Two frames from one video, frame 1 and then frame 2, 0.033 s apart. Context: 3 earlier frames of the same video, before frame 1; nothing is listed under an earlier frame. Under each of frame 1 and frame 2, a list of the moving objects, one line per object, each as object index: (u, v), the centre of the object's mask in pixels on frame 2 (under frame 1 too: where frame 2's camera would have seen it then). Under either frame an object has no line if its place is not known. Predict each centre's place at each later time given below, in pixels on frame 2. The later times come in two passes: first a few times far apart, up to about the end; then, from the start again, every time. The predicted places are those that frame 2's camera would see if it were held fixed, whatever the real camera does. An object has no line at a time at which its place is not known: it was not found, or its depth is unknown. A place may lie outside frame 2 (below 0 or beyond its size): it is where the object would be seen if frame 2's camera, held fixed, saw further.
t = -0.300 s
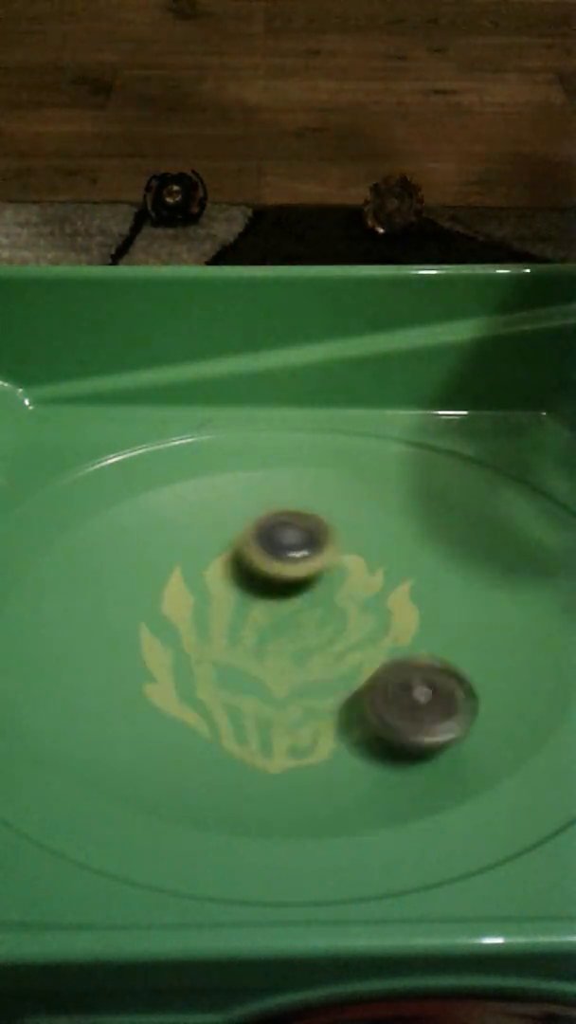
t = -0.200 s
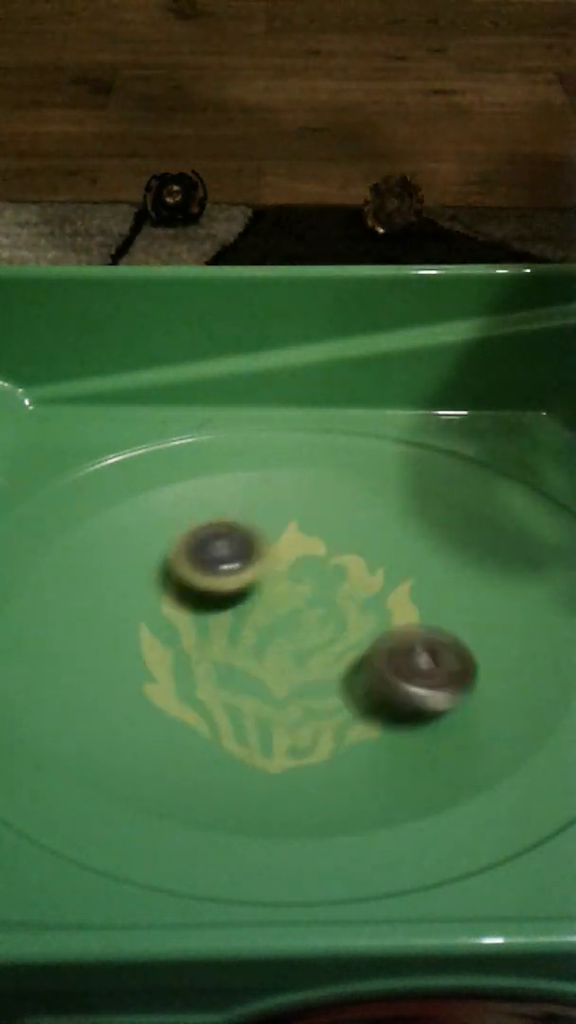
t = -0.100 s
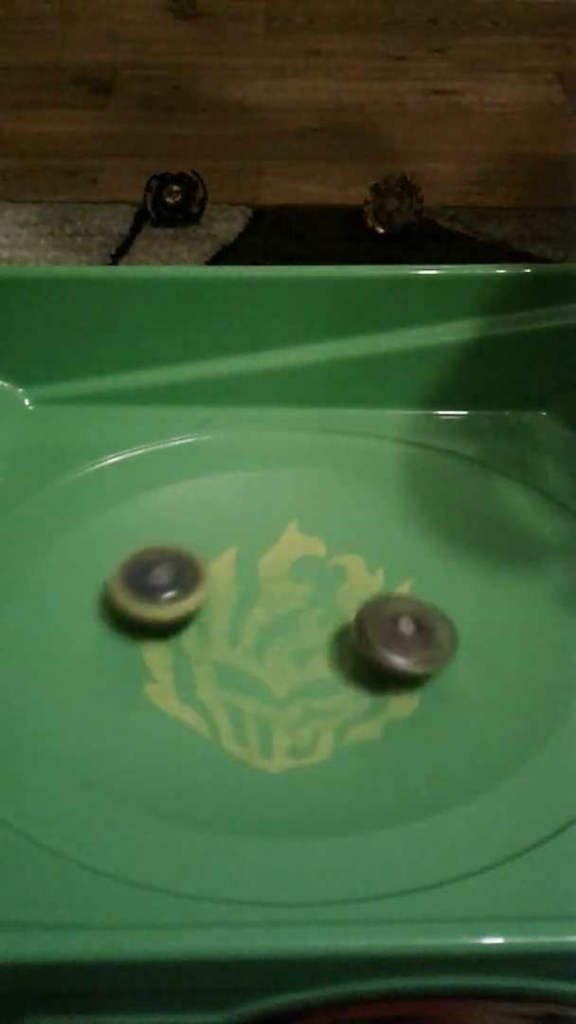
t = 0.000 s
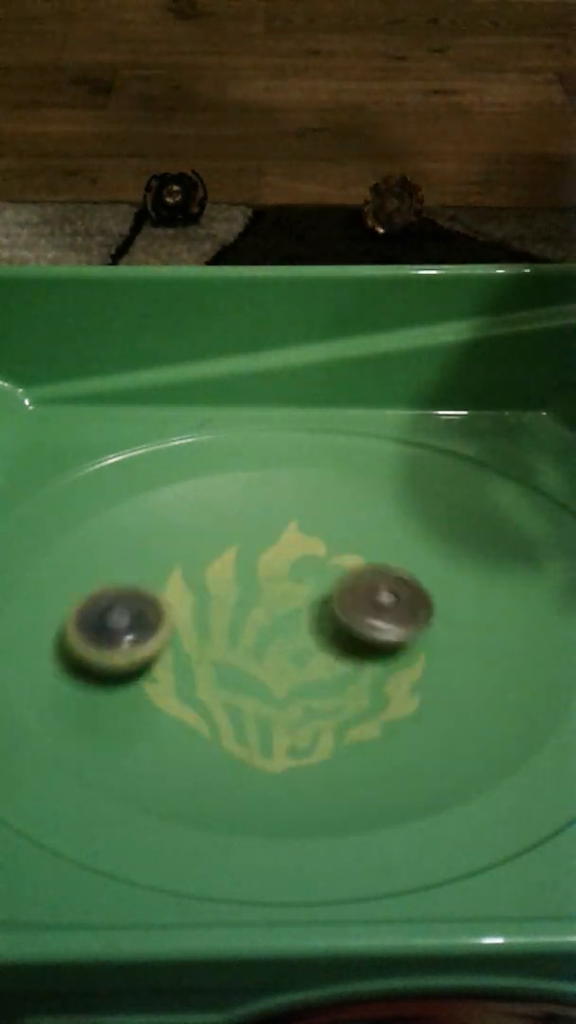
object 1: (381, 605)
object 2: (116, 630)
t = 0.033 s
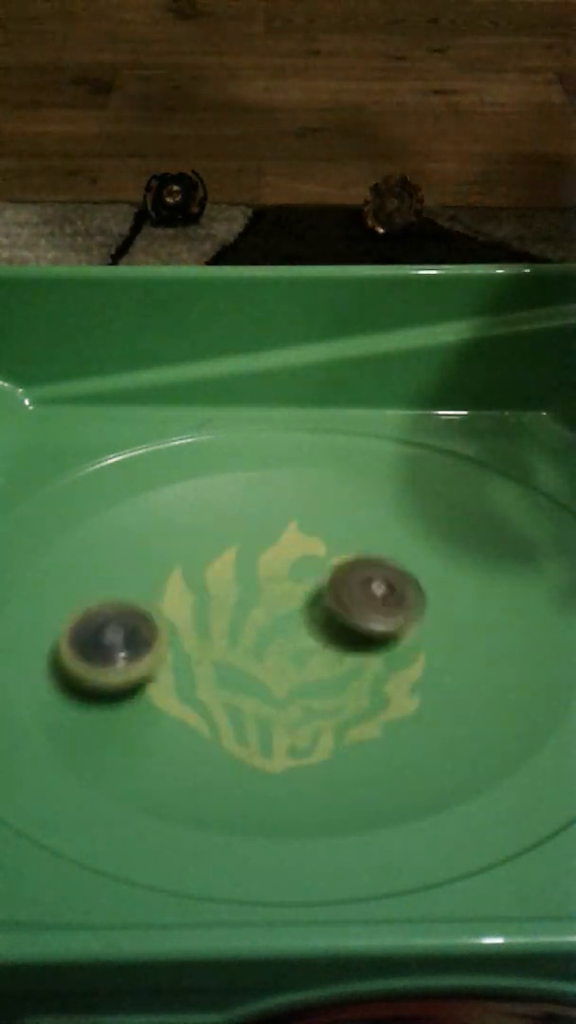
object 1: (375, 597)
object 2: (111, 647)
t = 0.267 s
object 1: (329, 534)
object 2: (228, 725)
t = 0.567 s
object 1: (230, 532)
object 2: (372, 613)
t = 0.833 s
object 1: (213, 614)
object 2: (306, 507)
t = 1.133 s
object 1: (219, 705)
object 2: (211, 607)
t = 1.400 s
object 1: (301, 751)
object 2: (326, 654)
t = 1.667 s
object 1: (357, 680)
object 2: (393, 585)
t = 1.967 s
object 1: (376, 609)
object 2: (239, 546)
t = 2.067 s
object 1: (385, 591)
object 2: (192, 570)
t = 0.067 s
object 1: (369, 586)
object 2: (111, 665)
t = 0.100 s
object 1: (363, 576)
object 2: (118, 682)
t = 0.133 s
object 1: (356, 568)
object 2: (132, 698)
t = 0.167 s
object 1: (352, 559)
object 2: (151, 710)
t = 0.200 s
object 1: (345, 550)
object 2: (174, 719)
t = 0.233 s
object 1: (338, 542)
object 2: (201, 723)
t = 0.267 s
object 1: (329, 534)
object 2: (228, 725)
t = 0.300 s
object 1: (319, 526)
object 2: (253, 723)
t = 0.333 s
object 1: (308, 522)
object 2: (279, 716)
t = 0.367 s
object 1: (298, 518)
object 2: (301, 707)
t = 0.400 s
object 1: (286, 514)
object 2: (321, 695)
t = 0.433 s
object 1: (275, 512)
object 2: (335, 680)
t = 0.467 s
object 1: (261, 513)
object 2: (346, 663)
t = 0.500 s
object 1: (249, 518)
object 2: (357, 647)
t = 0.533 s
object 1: (238, 525)
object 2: (365, 629)
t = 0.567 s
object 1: (230, 532)
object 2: (372, 613)
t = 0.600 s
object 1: (223, 540)
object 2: (377, 596)
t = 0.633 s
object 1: (219, 550)
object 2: (379, 581)
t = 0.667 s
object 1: (215, 562)
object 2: (376, 564)
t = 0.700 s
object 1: (210, 575)
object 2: (371, 547)
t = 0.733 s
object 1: (213, 580)
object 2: (360, 532)
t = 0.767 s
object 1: (212, 592)
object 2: (345, 520)
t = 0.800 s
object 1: (214, 602)
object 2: (327, 511)
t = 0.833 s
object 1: (213, 614)
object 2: (306, 507)
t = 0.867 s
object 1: (214, 621)
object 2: (285, 507)
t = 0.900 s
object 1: (212, 633)
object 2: (263, 510)
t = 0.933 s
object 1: (212, 644)
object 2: (244, 518)
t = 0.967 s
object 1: (212, 657)
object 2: (227, 529)
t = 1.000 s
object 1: (210, 667)
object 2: (215, 543)
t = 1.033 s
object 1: (210, 677)
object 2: (207, 559)
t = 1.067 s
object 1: (214, 684)
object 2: (204, 576)
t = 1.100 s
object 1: (215, 697)
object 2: (206, 592)
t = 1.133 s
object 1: (219, 705)
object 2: (211, 607)
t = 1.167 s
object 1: (230, 712)
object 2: (218, 622)
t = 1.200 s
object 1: (237, 727)
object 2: (228, 630)
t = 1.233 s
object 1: (241, 739)
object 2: (241, 638)
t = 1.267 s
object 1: (253, 742)
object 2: (255, 645)
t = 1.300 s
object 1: (259, 750)
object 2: (271, 650)
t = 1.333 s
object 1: (274, 752)
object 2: (288, 654)
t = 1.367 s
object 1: (286, 752)
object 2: (308, 655)
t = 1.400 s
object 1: (301, 751)
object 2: (326, 654)
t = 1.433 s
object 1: (314, 748)
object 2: (343, 651)
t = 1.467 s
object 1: (326, 742)
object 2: (358, 647)
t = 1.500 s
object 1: (338, 733)
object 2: (371, 642)
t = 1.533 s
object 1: (344, 725)
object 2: (383, 636)
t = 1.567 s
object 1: (349, 713)
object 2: (392, 626)
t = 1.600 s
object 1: (356, 701)
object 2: (397, 613)
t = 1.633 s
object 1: (357, 691)
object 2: (398, 598)
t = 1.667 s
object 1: (357, 680)
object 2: (393, 585)
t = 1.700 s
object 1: (356, 670)
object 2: (383, 573)
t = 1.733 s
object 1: (355, 658)
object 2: (368, 564)
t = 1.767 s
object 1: (357, 648)
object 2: (351, 559)
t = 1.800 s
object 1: (356, 638)
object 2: (332, 555)
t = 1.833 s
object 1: (357, 630)
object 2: (315, 552)
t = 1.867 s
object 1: (361, 626)
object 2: (297, 546)
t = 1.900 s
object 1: (364, 621)
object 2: (278, 544)
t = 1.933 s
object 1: (371, 615)
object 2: (258, 543)
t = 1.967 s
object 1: (376, 609)
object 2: (239, 546)
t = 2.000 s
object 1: (383, 602)
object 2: (222, 551)
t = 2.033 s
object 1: (384, 597)
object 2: (205, 559)
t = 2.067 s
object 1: (385, 591)
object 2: (192, 570)
